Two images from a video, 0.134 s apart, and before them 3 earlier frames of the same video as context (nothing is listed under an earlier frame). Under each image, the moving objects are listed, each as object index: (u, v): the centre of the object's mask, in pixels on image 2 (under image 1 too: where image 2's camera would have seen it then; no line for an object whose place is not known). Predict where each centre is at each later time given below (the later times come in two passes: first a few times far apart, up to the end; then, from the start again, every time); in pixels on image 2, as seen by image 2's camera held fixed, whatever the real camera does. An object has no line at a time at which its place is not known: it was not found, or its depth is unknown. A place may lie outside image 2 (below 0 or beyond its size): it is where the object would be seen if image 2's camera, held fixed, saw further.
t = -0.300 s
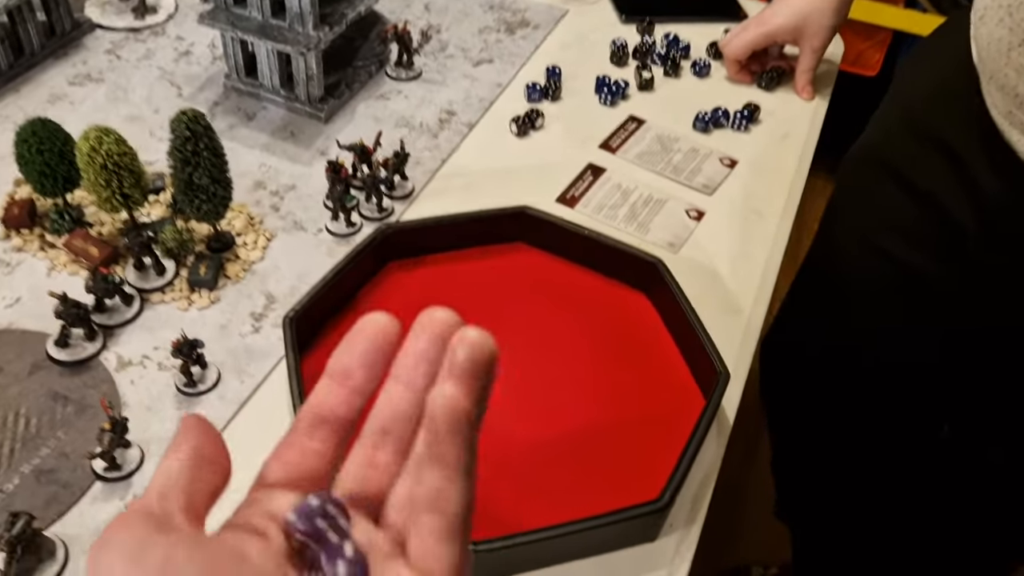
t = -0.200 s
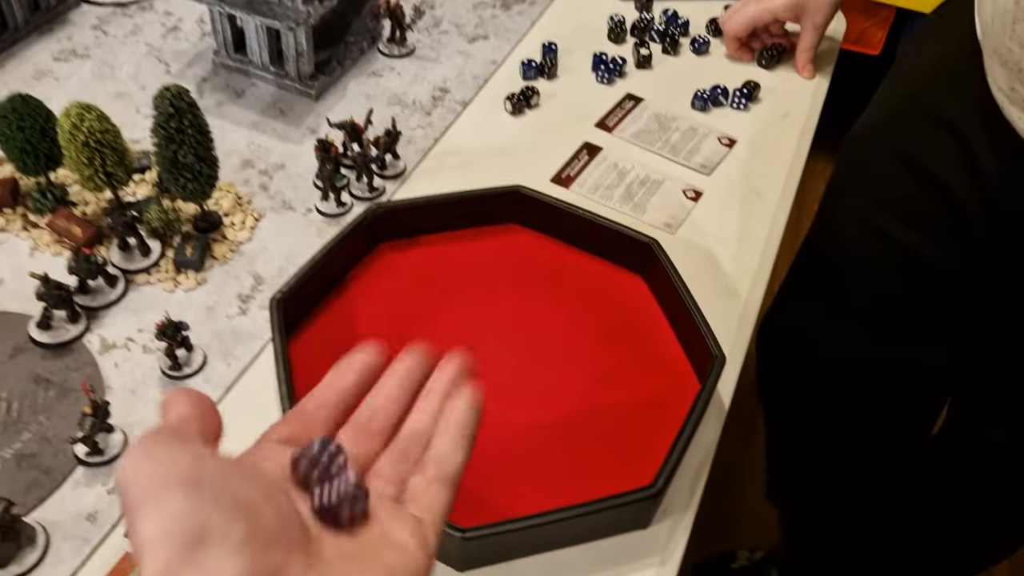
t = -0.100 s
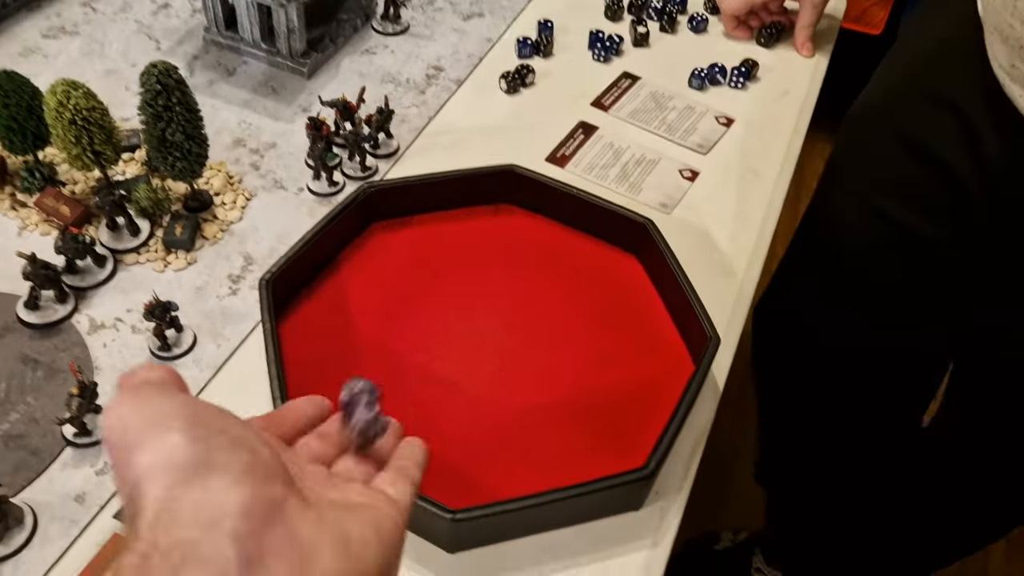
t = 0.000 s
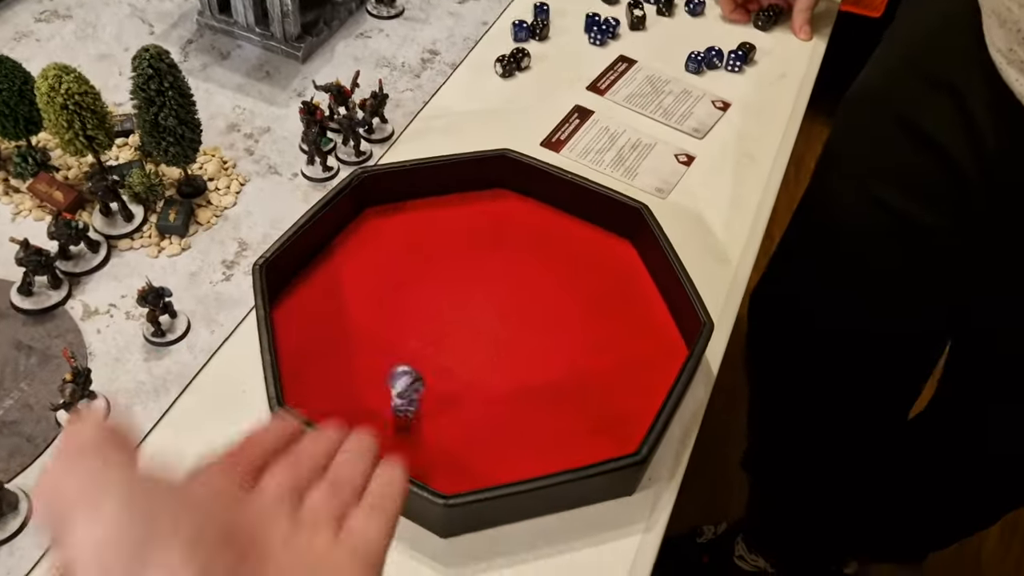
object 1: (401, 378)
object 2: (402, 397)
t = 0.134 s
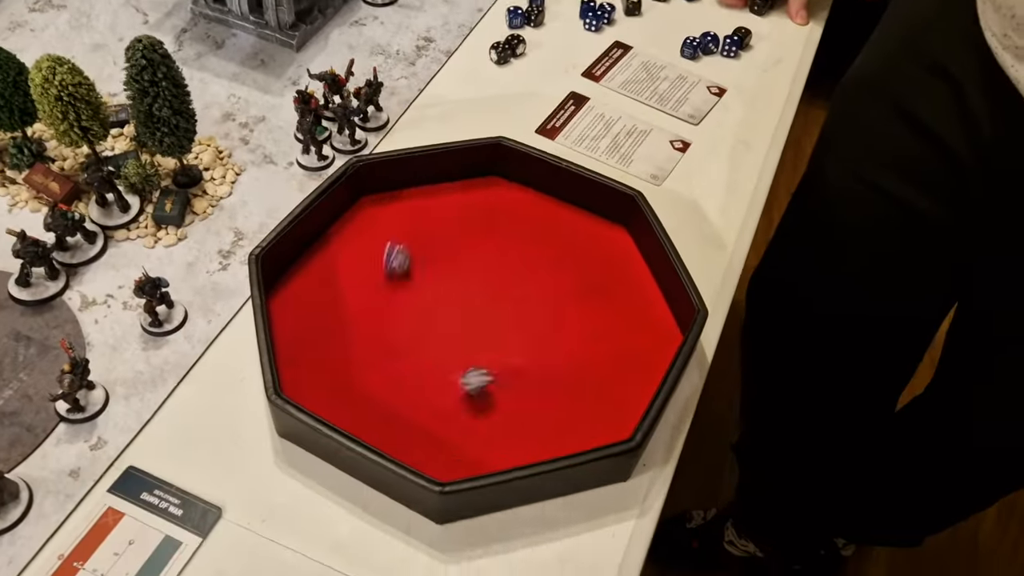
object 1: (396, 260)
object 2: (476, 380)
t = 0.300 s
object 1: (425, 197)
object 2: (544, 345)
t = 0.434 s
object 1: (449, 222)
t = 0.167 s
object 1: (398, 230)
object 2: (491, 374)
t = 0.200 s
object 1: (400, 209)
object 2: (504, 367)
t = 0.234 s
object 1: (404, 189)
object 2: (517, 360)
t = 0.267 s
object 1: (414, 191)
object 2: (529, 353)
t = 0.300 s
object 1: (425, 197)
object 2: (544, 345)
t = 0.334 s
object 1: (431, 202)
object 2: (554, 338)
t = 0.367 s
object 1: (438, 209)
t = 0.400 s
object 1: (443, 216)
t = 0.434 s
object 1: (449, 222)
